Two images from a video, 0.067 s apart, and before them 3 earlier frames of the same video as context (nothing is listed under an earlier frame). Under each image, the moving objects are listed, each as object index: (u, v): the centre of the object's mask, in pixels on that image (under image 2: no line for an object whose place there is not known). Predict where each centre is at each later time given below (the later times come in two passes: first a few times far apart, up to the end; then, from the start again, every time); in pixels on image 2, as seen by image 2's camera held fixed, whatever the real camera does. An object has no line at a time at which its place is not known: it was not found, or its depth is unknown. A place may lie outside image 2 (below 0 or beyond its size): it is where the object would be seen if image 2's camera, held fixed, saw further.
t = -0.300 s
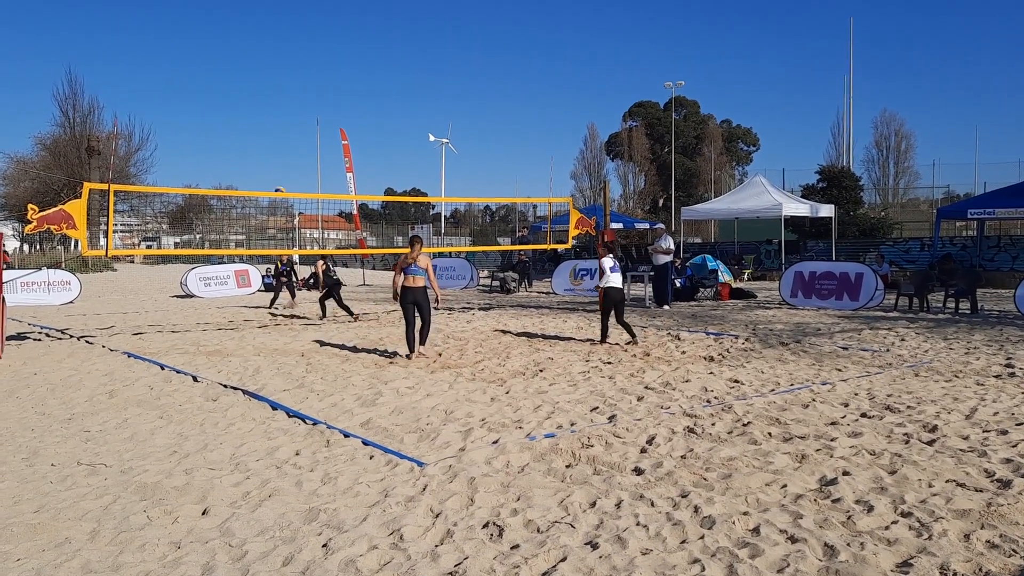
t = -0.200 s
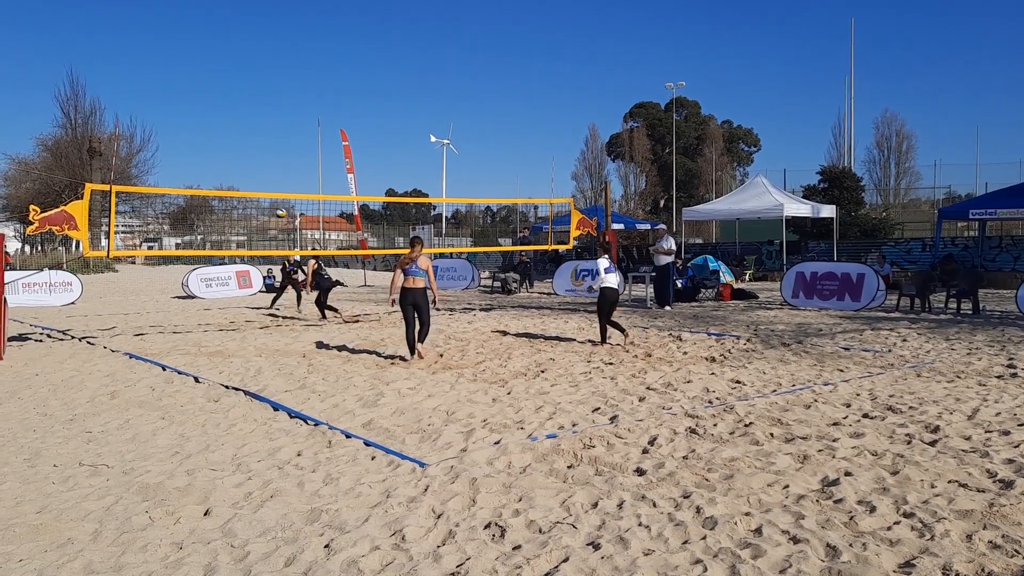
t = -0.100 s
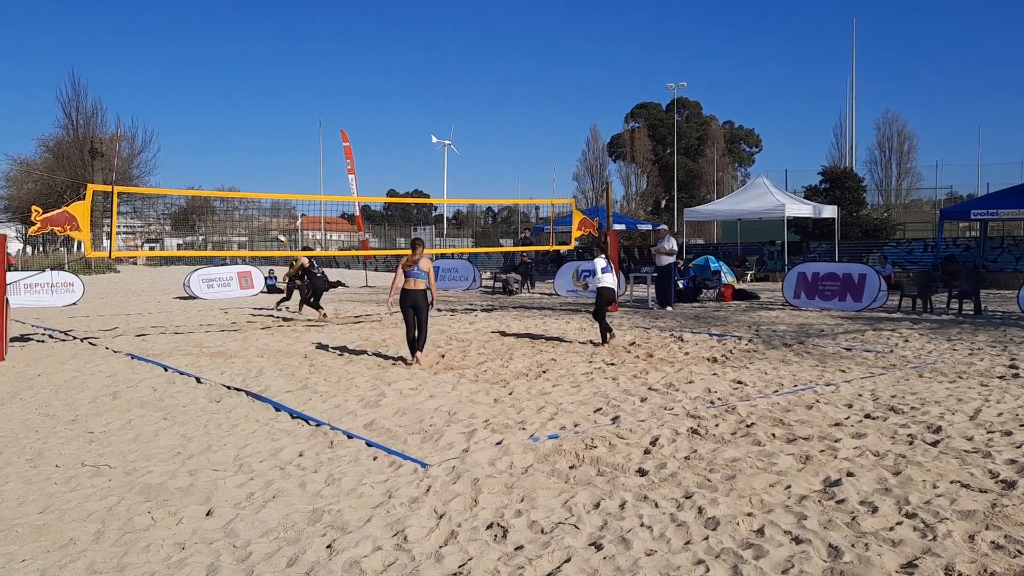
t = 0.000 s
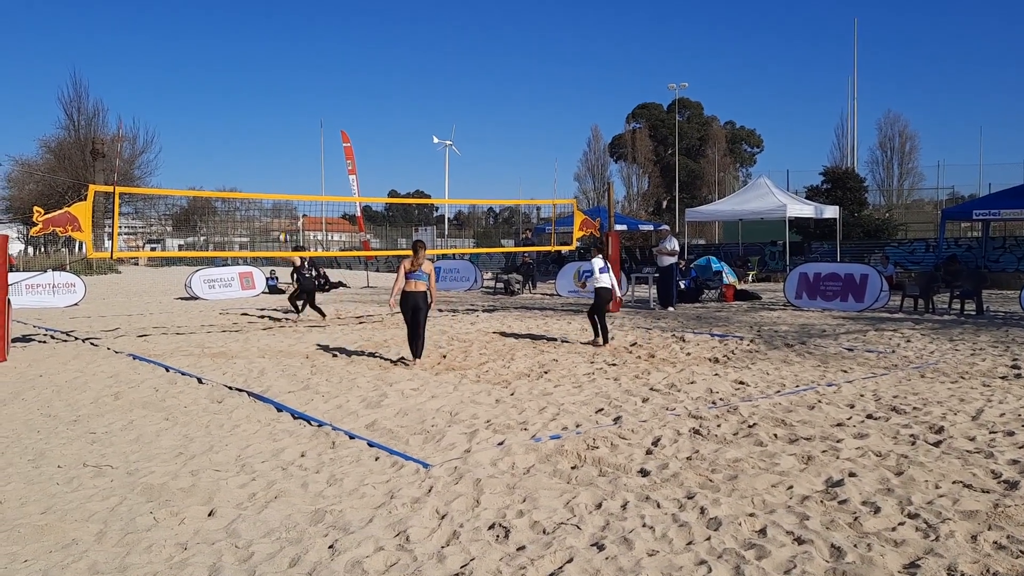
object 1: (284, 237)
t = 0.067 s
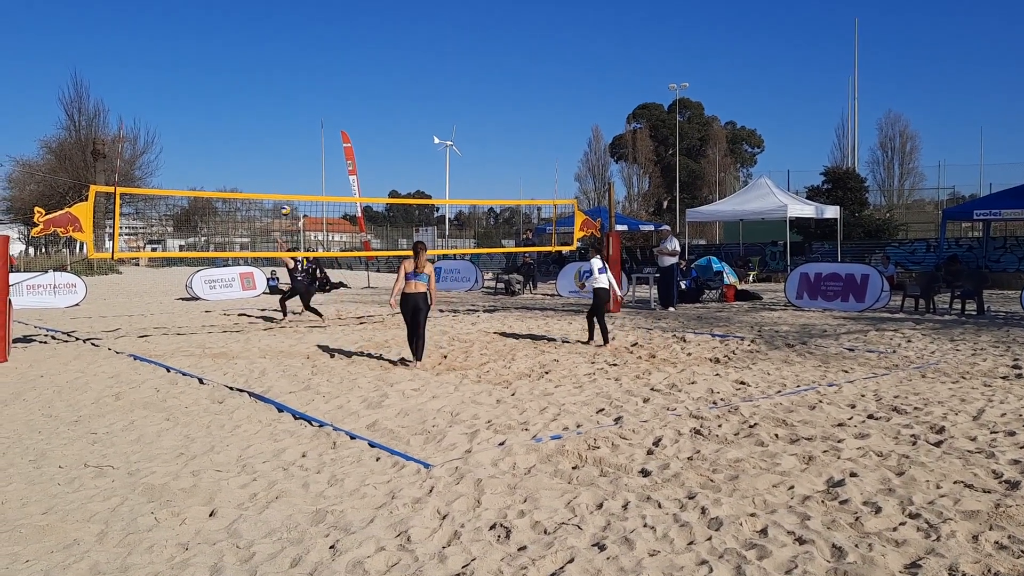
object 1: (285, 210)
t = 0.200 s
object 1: (288, 162)
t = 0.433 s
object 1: (291, 98)
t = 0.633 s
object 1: (294, 66)
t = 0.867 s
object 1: (298, 52)
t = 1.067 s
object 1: (302, 62)
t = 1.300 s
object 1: (306, 97)
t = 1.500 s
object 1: (308, 147)
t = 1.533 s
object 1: (309, 158)
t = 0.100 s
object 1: (286, 201)
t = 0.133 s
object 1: (287, 185)
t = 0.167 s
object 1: (287, 173)
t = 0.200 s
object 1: (288, 162)
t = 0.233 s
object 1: (288, 151)
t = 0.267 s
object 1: (289, 141)
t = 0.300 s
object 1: (290, 131)
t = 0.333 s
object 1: (290, 122)
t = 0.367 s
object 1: (290, 114)
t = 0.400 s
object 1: (291, 106)
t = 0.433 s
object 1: (291, 98)
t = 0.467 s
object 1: (292, 92)
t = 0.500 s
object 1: (293, 85)
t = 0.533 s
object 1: (293, 79)
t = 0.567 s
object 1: (293, 74)
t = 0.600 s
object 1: (294, 70)
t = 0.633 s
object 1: (294, 66)
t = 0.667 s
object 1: (295, 62)
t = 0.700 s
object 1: (295, 59)
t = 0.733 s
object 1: (296, 57)
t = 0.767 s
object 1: (297, 55)
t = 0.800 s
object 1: (297, 54)
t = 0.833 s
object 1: (298, 53)
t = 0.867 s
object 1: (298, 52)
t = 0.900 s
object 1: (299, 52)
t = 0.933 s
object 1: (299, 53)
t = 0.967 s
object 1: (300, 55)
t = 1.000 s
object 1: (301, 56)
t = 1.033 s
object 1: (301, 59)
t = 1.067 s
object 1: (302, 62)
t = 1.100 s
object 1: (302, 65)
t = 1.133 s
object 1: (303, 69)
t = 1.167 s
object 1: (303, 73)
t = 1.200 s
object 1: (304, 78)
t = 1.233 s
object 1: (304, 84)
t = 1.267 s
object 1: (305, 90)
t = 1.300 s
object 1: (306, 97)
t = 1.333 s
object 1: (307, 104)
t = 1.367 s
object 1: (307, 112)
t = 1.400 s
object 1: (307, 120)
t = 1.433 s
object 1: (308, 128)
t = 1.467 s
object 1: (308, 138)
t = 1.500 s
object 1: (308, 147)
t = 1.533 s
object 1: (309, 158)
